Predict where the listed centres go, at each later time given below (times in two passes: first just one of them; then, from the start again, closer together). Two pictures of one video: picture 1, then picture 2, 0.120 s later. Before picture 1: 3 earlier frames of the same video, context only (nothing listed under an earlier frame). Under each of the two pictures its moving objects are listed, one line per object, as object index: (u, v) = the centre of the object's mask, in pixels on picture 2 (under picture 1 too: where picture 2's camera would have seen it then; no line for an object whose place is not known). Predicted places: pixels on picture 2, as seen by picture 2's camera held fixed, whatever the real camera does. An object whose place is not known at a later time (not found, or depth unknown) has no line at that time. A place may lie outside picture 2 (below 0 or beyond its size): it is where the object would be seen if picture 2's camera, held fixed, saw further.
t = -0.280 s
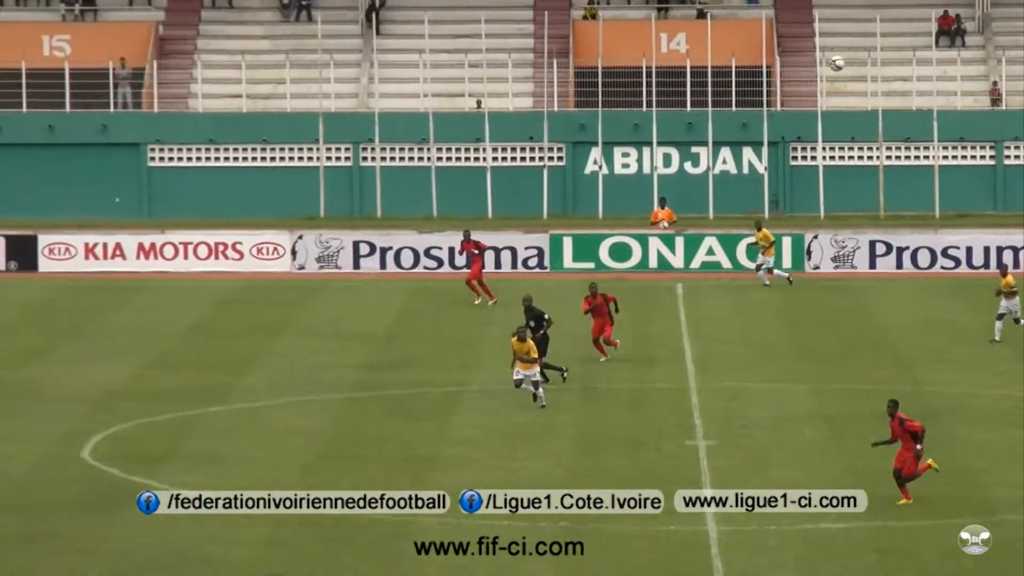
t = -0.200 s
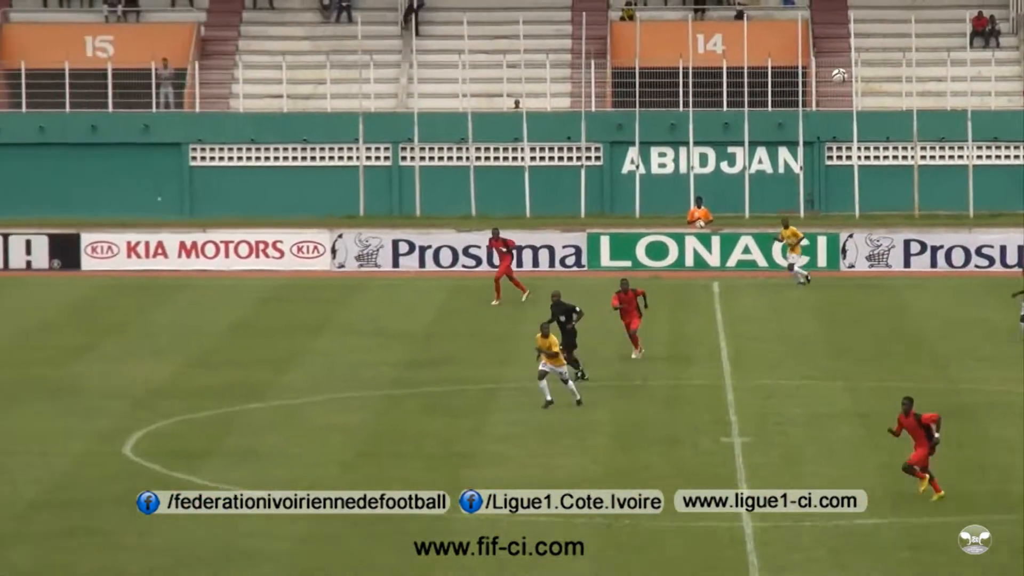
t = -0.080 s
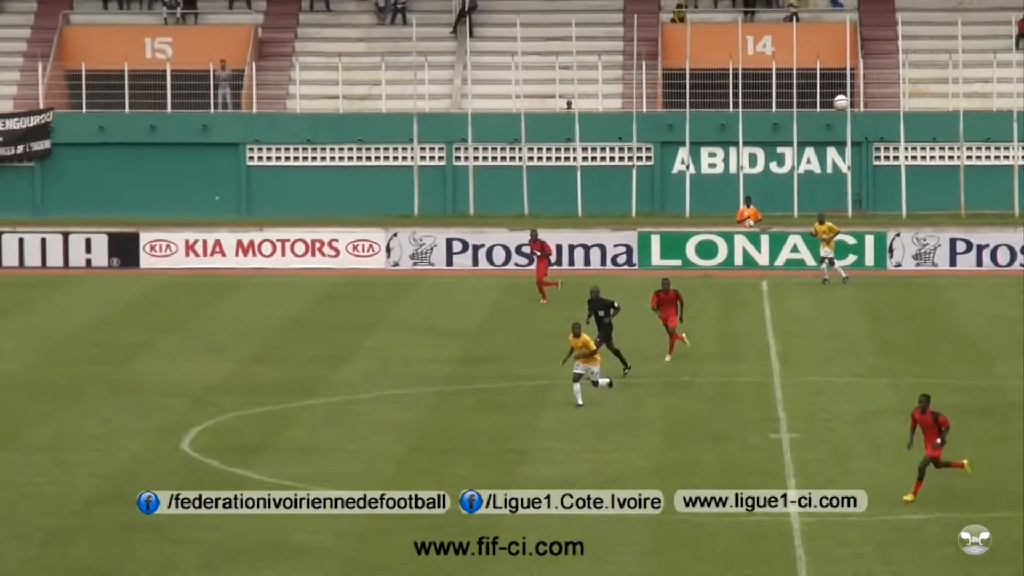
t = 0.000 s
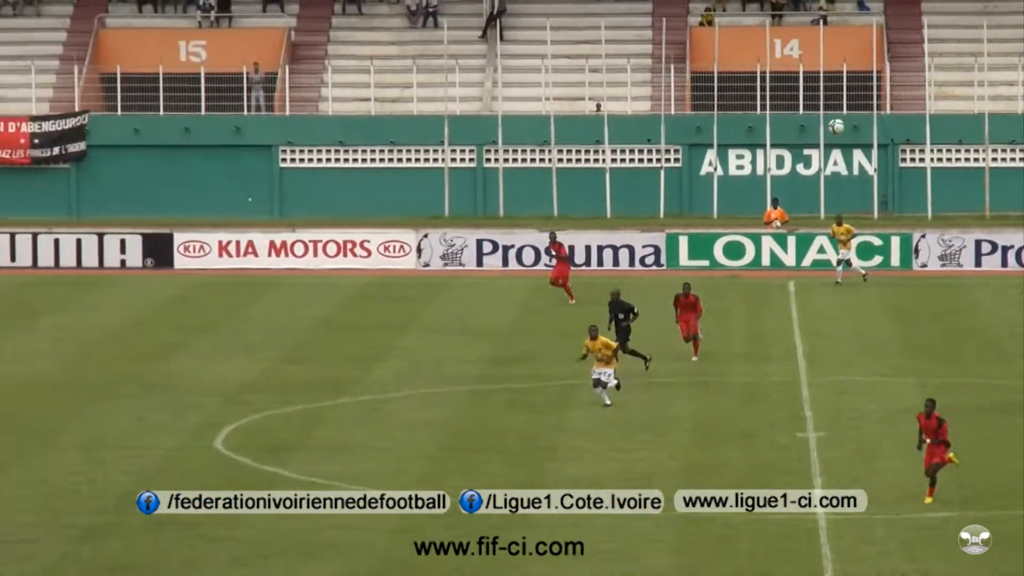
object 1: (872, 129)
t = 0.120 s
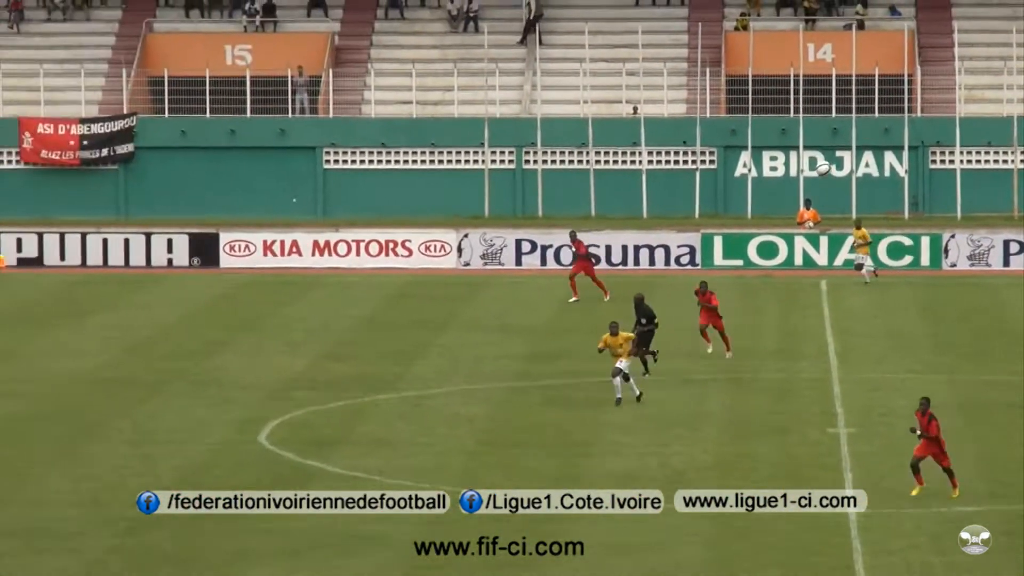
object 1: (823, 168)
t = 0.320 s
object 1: (753, 259)
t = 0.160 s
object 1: (808, 183)
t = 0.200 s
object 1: (796, 200)
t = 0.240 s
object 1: (782, 218)
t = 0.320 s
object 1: (753, 259)
